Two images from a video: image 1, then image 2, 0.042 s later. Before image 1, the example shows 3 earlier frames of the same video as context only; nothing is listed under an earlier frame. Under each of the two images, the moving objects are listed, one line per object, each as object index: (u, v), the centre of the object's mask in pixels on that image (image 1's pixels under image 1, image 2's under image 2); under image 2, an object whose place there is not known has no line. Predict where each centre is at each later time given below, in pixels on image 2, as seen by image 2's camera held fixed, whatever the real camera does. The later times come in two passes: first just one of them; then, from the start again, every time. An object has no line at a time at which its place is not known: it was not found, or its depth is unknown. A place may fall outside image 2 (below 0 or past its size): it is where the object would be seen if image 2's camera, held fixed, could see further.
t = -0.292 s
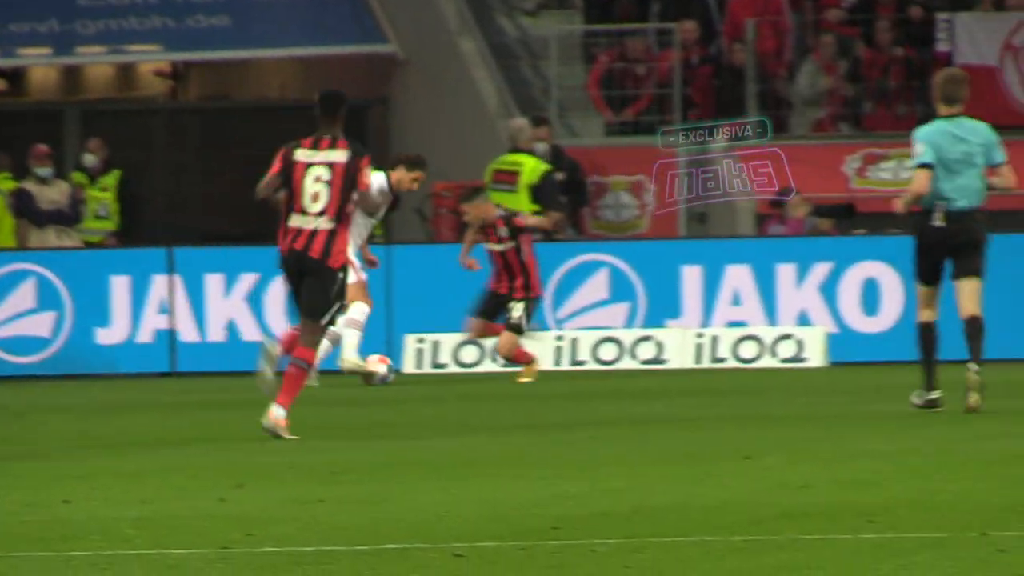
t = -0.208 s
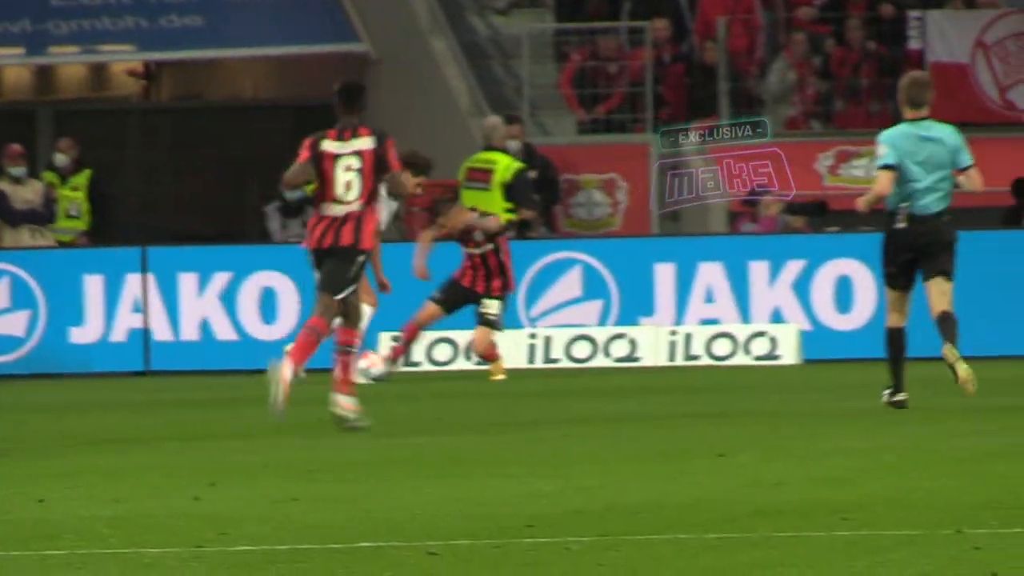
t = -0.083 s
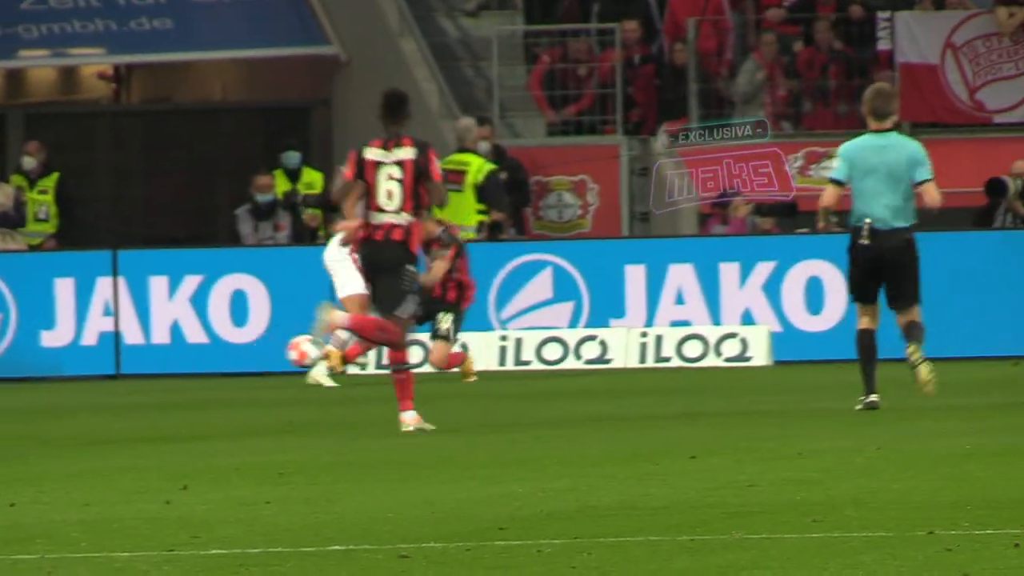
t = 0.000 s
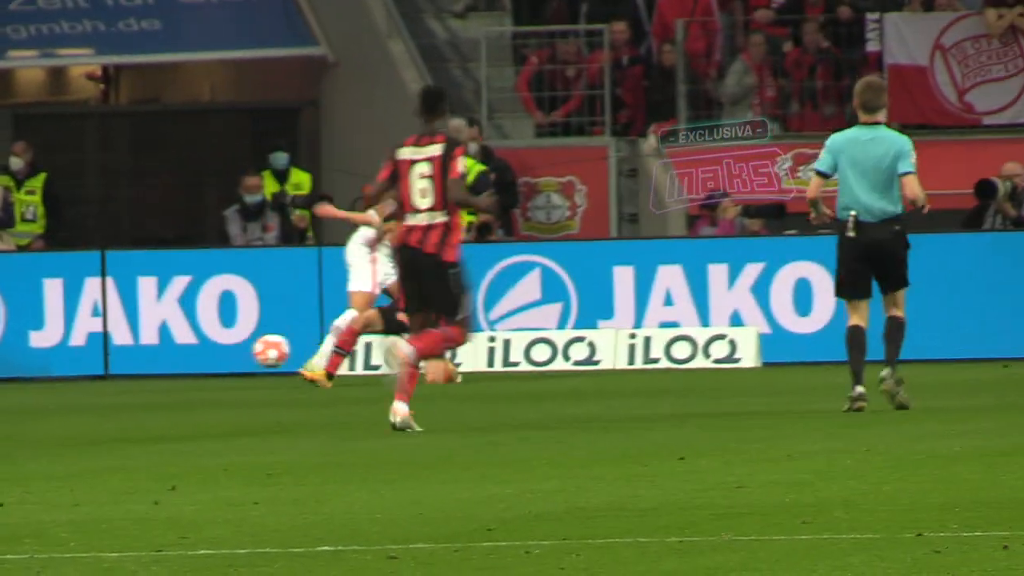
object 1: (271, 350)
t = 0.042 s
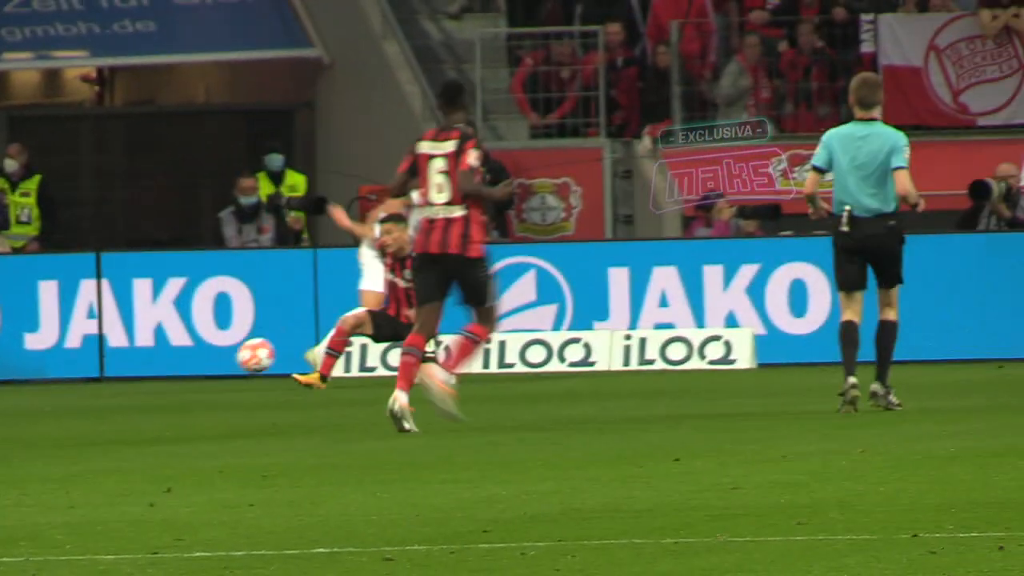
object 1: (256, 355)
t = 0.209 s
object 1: (219, 385)
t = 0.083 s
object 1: (245, 360)
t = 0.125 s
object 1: (235, 368)
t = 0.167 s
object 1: (227, 378)
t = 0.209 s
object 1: (219, 385)
